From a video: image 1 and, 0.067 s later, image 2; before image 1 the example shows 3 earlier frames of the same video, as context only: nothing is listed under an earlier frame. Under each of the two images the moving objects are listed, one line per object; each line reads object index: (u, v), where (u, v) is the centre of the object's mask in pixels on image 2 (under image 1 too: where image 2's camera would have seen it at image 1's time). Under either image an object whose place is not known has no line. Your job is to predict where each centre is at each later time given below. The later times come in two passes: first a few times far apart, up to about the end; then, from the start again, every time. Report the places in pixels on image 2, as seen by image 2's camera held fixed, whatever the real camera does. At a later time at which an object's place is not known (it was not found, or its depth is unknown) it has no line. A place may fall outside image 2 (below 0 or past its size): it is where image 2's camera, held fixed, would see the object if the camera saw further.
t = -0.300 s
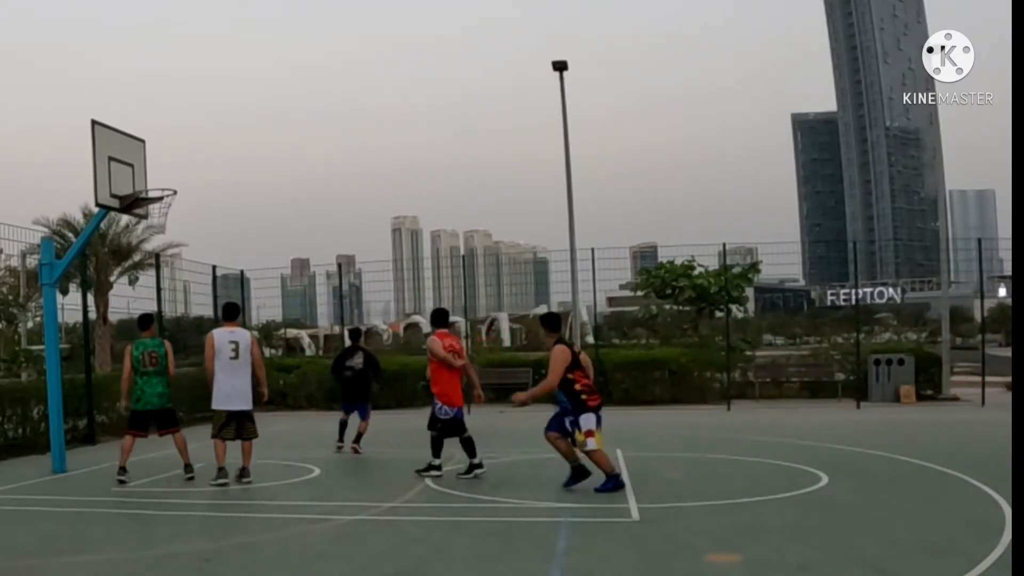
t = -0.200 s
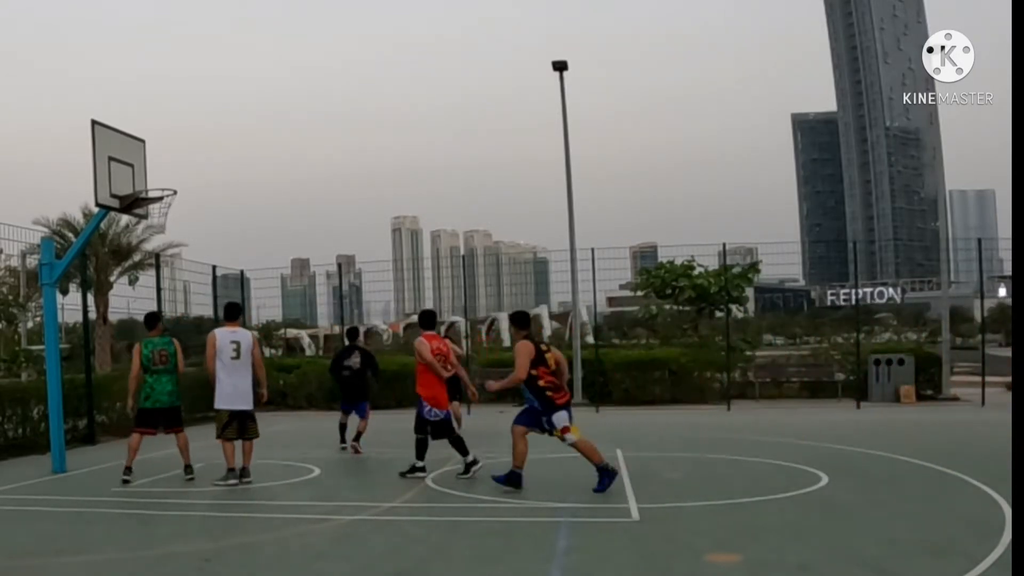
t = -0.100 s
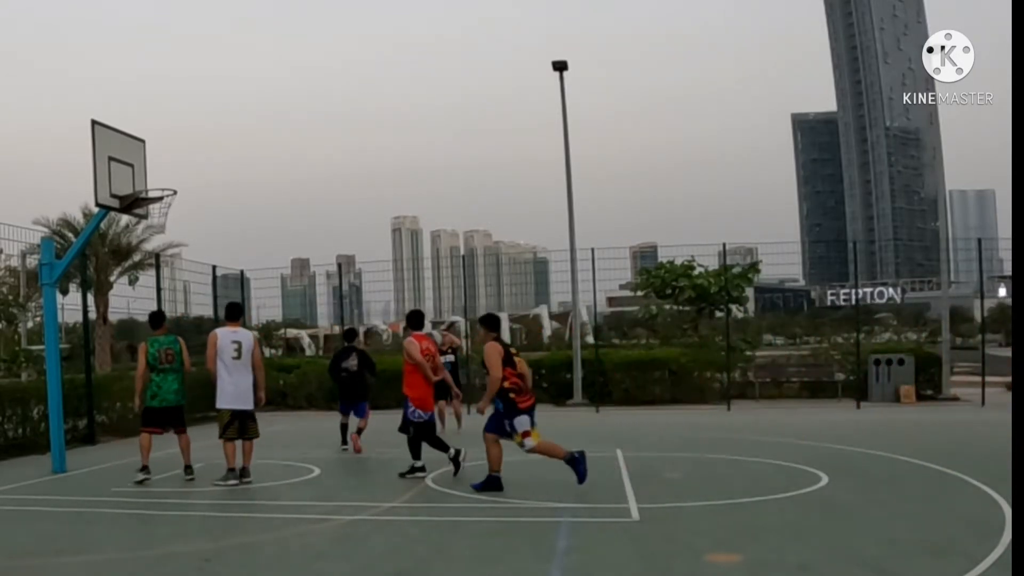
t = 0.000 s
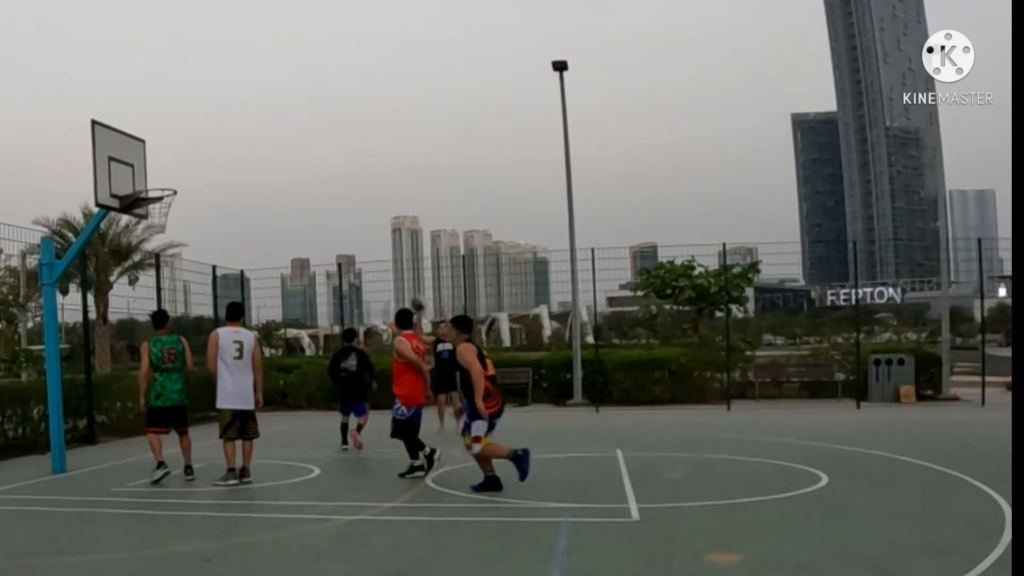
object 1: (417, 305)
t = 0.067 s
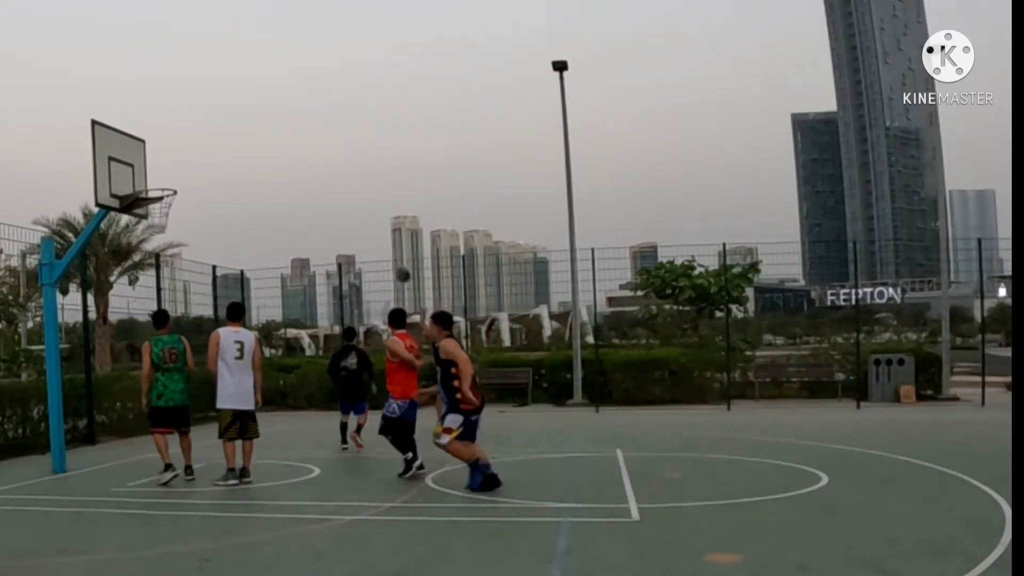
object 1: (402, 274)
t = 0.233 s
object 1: (363, 212)
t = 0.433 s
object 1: (311, 160)
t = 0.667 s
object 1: (243, 133)
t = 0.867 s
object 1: (178, 143)
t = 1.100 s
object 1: (142, 179)
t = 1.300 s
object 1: (194, 154)
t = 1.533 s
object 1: (260, 173)
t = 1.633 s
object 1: (290, 198)
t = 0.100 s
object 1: (395, 261)
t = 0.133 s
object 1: (387, 248)
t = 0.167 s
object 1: (380, 235)
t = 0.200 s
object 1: (372, 224)
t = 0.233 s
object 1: (363, 212)
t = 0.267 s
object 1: (355, 202)
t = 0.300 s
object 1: (346, 192)
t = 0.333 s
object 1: (337, 183)
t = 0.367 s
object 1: (329, 175)
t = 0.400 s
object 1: (320, 167)
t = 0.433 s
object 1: (311, 160)
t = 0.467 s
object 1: (302, 153)
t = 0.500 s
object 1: (292, 148)
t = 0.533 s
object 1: (282, 143)
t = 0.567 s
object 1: (273, 139)
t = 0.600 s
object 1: (263, 136)
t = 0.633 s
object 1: (253, 134)
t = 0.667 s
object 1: (243, 133)
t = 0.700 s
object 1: (232, 132)
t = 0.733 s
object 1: (222, 132)
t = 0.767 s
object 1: (211, 133)
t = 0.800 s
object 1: (200, 135)
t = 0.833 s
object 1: (190, 139)
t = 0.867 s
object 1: (178, 143)
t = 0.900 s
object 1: (167, 148)
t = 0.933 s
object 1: (156, 154)
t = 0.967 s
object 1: (144, 162)
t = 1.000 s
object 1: (132, 170)
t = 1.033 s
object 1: (135, 174)
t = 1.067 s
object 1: (136, 181)
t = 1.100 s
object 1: (142, 179)
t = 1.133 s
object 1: (151, 173)
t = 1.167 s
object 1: (159, 167)
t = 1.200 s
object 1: (168, 163)
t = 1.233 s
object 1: (177, 159)
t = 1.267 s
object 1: (185, 156)
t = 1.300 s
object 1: (194, 154)
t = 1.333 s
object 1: (203, 154)
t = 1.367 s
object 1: (213, 154)
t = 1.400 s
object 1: (222, 156)
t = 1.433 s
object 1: (231, 158)
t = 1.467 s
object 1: (241, 162)
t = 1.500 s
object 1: (250, 167)
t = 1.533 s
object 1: (260, 173)
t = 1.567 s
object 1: (270, 180)
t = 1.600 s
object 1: (280, 188)
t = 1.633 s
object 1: (290, 198)
